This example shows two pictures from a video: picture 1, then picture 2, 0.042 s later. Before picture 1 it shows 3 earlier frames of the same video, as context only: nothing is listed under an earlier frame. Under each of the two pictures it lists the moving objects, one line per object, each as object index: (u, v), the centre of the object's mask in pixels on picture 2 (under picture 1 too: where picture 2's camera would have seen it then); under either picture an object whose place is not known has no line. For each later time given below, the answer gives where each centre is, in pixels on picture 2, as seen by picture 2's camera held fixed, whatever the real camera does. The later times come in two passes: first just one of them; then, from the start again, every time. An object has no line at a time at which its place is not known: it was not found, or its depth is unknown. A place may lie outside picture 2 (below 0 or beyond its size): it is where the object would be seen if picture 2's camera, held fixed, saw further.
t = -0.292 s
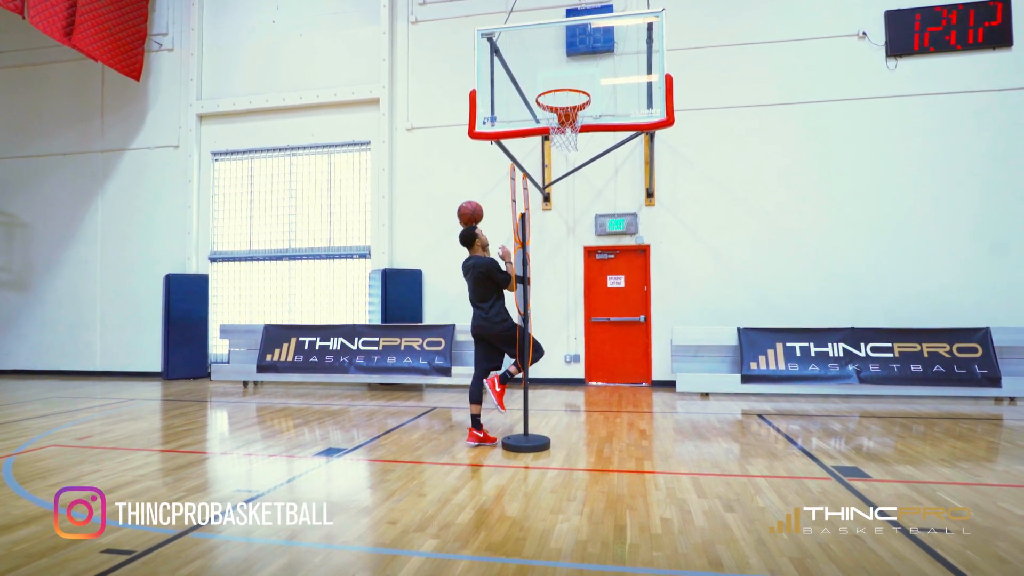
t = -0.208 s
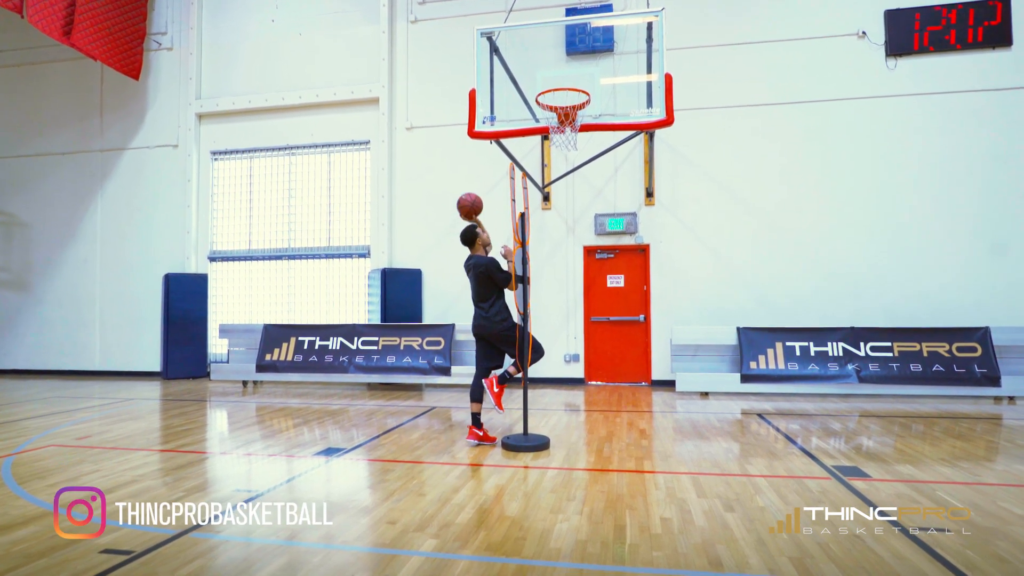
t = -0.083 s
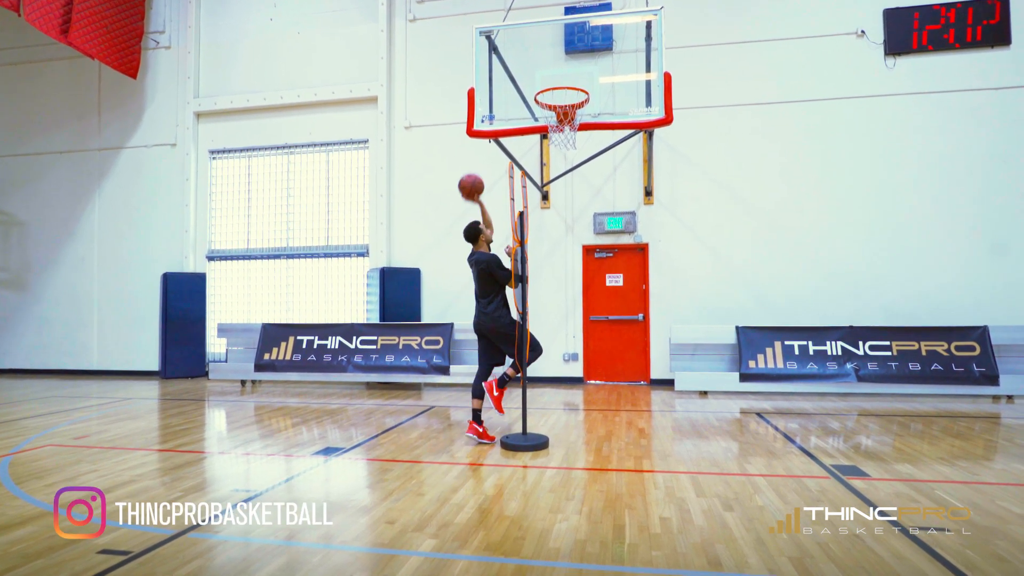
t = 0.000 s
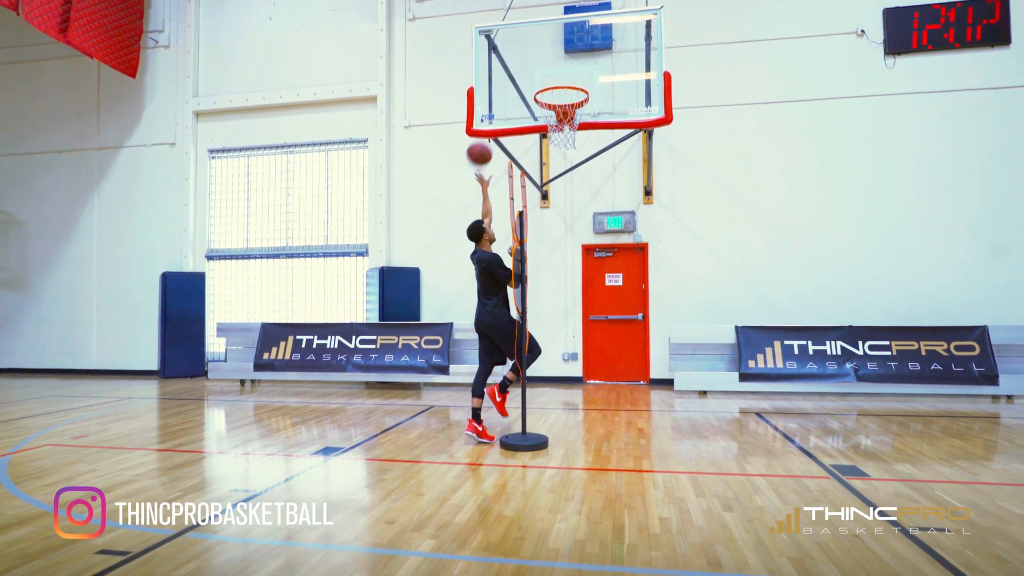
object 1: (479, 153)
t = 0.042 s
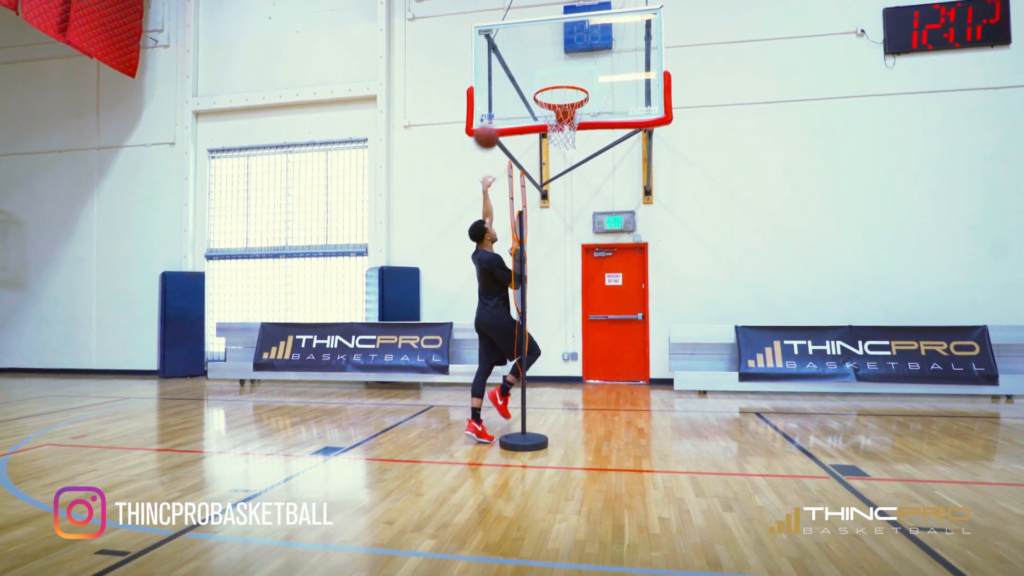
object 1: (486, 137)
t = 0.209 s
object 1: (514, 91)
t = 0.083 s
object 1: (493, 123)
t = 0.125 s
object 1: (500, 110)
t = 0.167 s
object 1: (507, 99)
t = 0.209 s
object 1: (514, 91)
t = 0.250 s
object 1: (521, 83)
